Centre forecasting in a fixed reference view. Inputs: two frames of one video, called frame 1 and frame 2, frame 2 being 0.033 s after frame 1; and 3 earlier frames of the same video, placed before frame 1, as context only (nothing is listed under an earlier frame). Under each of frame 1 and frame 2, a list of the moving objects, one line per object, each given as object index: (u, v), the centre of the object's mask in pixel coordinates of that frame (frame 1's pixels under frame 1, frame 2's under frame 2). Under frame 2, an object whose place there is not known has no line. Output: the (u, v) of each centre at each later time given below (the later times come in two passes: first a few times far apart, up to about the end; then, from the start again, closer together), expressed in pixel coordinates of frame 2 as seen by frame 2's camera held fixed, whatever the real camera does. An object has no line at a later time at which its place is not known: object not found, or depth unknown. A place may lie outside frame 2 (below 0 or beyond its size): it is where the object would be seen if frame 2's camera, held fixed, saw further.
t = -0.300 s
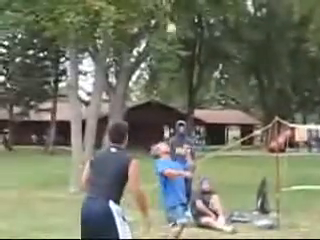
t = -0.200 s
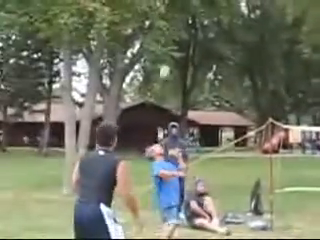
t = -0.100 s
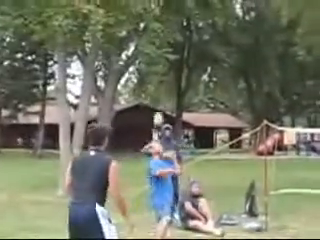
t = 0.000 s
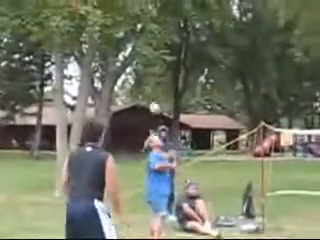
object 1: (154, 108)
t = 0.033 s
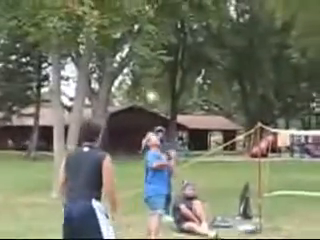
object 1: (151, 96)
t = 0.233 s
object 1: (150, 40)
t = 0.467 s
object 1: (147, 12)
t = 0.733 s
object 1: (146, 28)
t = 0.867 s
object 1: (143, 58)
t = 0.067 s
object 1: (151, 85)
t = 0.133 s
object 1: (151, 65)
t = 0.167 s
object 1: (150, 56)
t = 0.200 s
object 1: (150, 48)
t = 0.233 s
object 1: (150, 40)
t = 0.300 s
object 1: (150, 28)
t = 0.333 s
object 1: (149, 24)
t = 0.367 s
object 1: (149, 20)
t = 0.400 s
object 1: (149, 16)
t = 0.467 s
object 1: (147, 12)
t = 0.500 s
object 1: (147, 12)
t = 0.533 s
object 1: (147, 12)
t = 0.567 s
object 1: (147, 12)
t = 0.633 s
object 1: (147, 16)
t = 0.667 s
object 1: (146, 19)
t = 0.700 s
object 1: (146, 24)
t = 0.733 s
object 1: (146, 28)
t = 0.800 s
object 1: (144, 42)
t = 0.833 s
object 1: (144, 49)
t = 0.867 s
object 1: (143, 58)
